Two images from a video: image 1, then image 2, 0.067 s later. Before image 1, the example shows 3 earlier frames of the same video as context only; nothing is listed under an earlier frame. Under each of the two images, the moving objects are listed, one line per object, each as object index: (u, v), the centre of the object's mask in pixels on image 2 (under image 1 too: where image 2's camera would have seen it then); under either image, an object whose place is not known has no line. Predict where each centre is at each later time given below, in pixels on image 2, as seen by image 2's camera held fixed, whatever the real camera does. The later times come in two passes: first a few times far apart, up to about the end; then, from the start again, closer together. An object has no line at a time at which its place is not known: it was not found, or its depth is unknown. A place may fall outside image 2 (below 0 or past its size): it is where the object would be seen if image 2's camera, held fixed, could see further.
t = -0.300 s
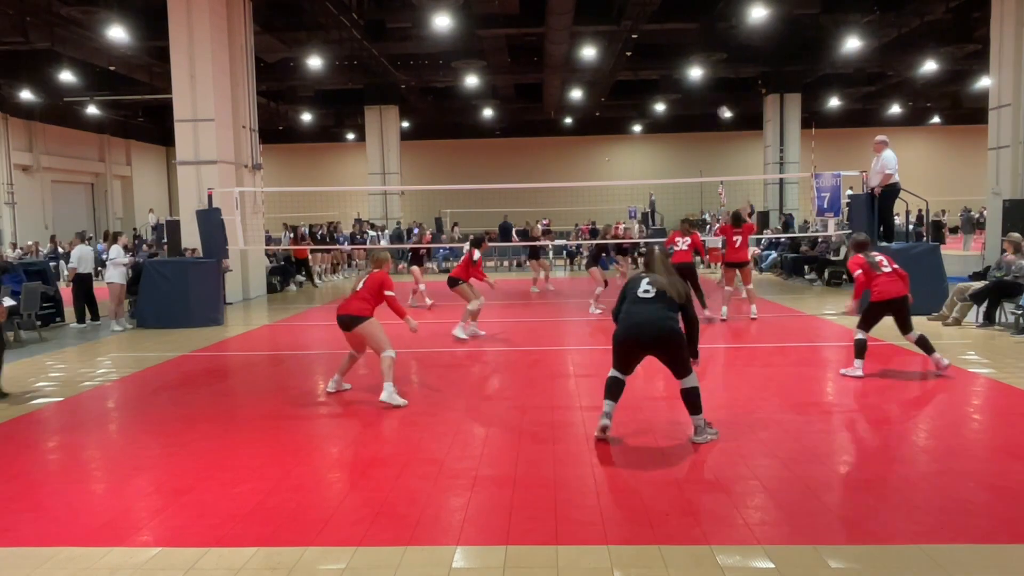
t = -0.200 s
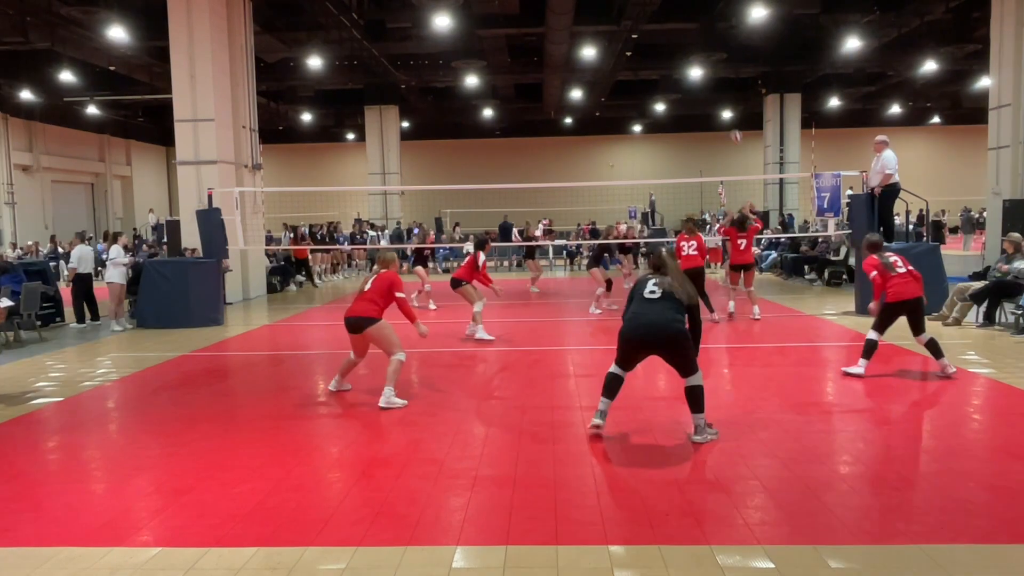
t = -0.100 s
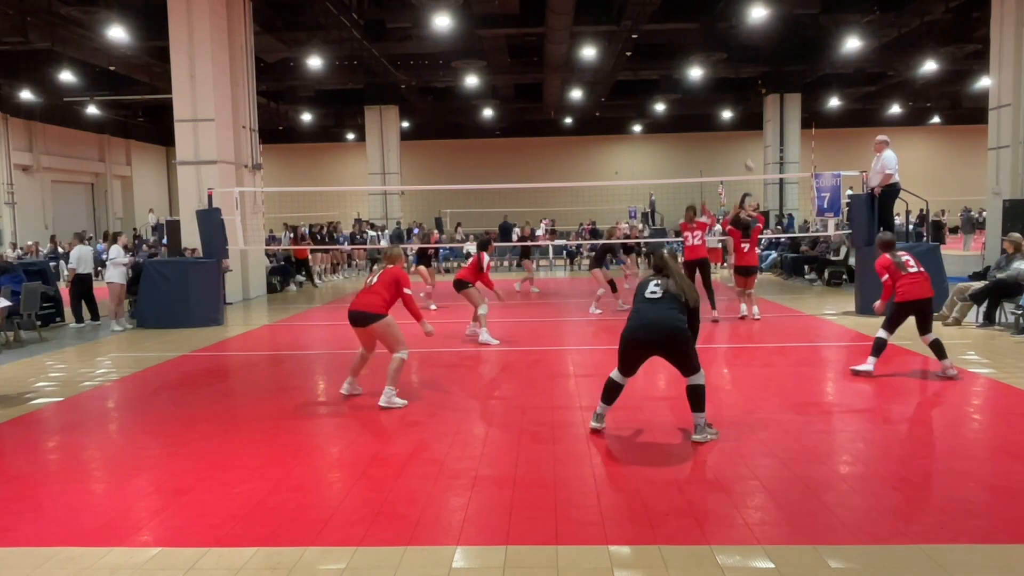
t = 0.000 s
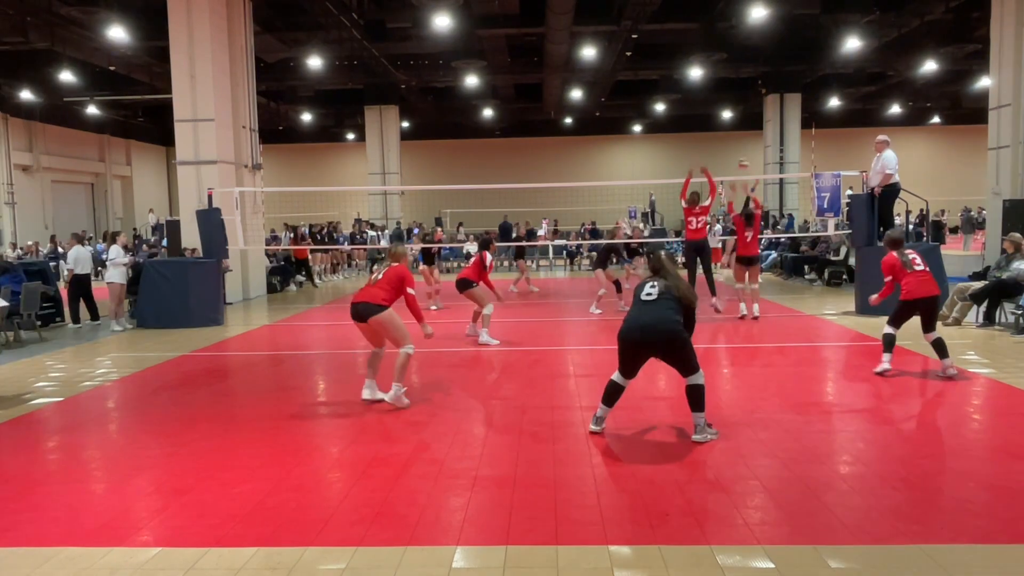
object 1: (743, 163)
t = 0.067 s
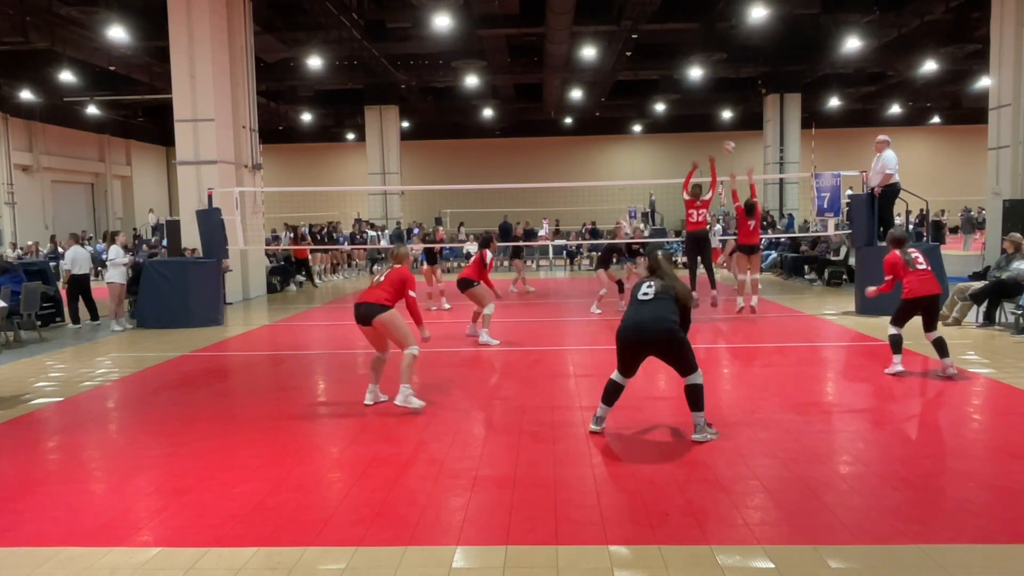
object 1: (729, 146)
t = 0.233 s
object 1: (687, 114)
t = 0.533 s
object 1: (578, 99)
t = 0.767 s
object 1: (442, 156)
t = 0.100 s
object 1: (721, 139)
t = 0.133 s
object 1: (714, 132)
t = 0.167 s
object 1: (705, 126)
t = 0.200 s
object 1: (696, 120)
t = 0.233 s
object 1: (687, 114)
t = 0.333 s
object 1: (657, 101)
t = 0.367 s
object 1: (645, 99)
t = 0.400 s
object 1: (633, 97)
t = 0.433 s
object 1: (621, 95)
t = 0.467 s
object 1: (608, 96)
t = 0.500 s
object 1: (594, 97)
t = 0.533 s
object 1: (578, 99)
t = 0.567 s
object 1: (561, 103)
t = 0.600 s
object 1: (545, 107)
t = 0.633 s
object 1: (527, 113)
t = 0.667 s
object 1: (508, 121)
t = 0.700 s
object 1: (487, 130)
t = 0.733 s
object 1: (465, 142)
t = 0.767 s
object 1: (442, 156)
